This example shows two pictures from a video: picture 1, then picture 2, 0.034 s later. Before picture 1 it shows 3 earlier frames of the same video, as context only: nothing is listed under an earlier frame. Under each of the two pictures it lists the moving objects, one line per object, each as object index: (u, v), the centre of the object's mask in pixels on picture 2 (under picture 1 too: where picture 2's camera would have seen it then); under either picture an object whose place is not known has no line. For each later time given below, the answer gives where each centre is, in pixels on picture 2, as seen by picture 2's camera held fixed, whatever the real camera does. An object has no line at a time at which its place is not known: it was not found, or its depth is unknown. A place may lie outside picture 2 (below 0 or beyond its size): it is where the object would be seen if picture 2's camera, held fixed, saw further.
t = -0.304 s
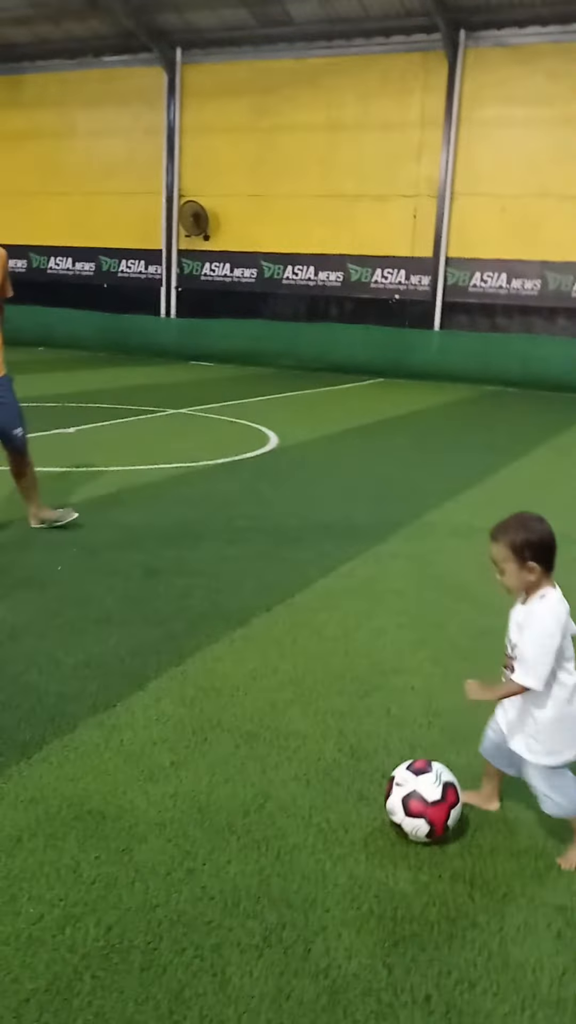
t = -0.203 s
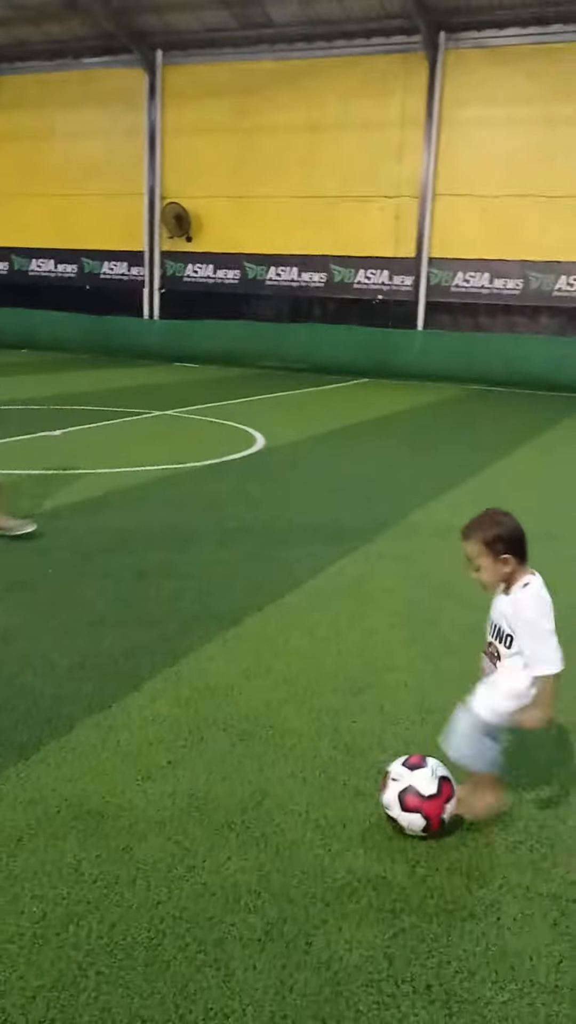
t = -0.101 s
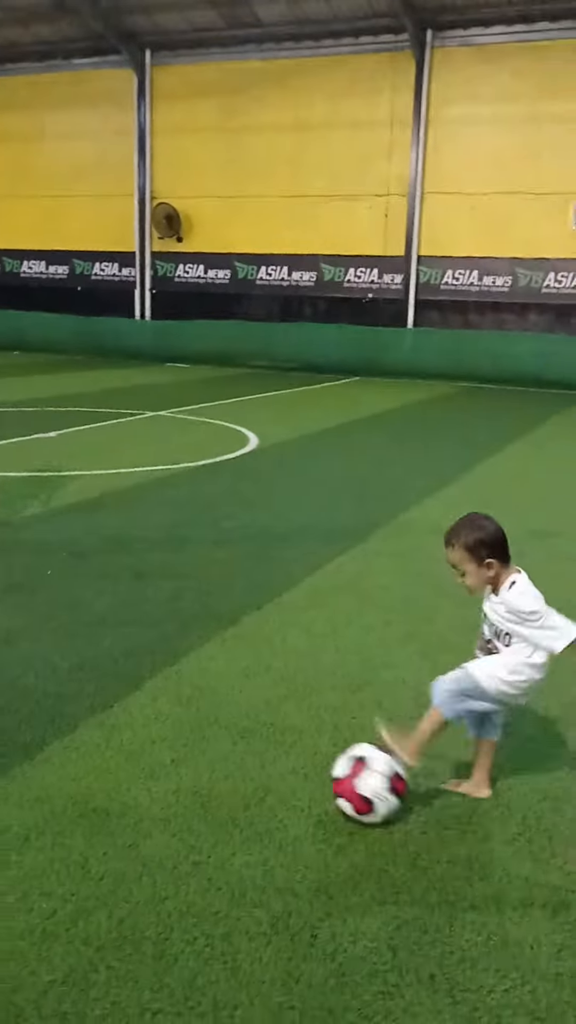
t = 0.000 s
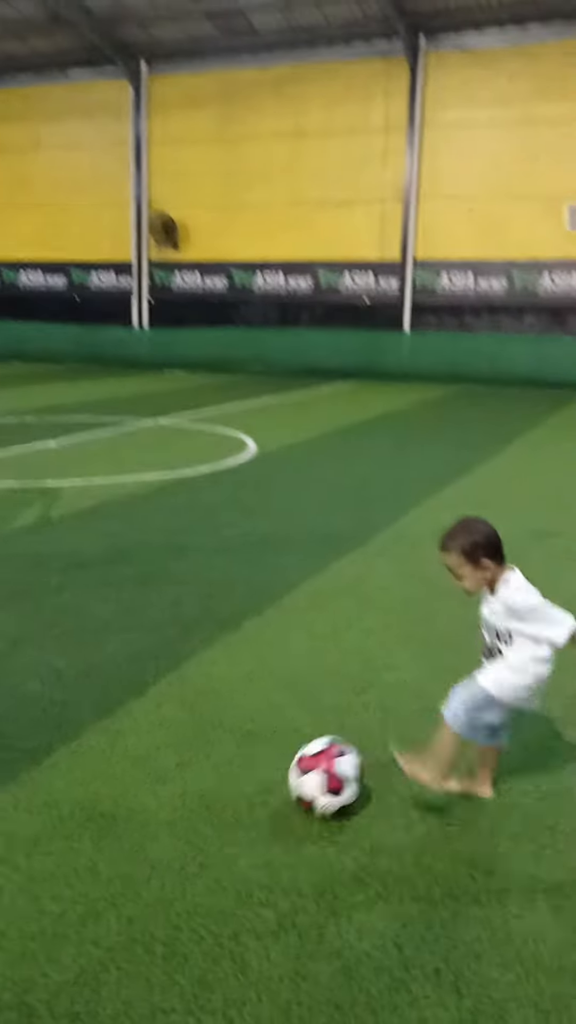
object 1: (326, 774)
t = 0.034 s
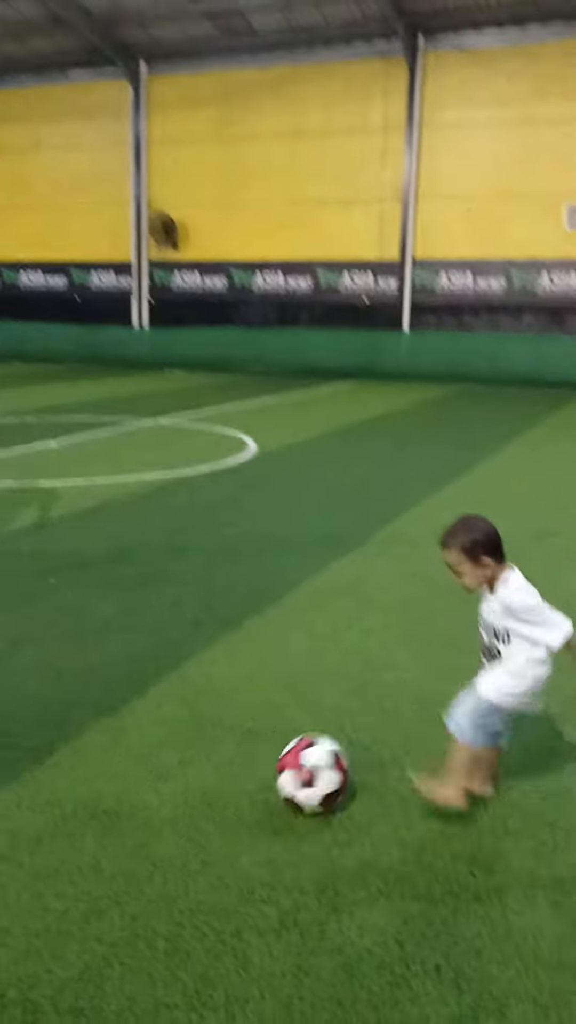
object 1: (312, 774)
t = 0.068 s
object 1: (298, 771)
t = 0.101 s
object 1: (283, 769)
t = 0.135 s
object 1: (270, 766)
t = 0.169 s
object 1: (256, 766)
